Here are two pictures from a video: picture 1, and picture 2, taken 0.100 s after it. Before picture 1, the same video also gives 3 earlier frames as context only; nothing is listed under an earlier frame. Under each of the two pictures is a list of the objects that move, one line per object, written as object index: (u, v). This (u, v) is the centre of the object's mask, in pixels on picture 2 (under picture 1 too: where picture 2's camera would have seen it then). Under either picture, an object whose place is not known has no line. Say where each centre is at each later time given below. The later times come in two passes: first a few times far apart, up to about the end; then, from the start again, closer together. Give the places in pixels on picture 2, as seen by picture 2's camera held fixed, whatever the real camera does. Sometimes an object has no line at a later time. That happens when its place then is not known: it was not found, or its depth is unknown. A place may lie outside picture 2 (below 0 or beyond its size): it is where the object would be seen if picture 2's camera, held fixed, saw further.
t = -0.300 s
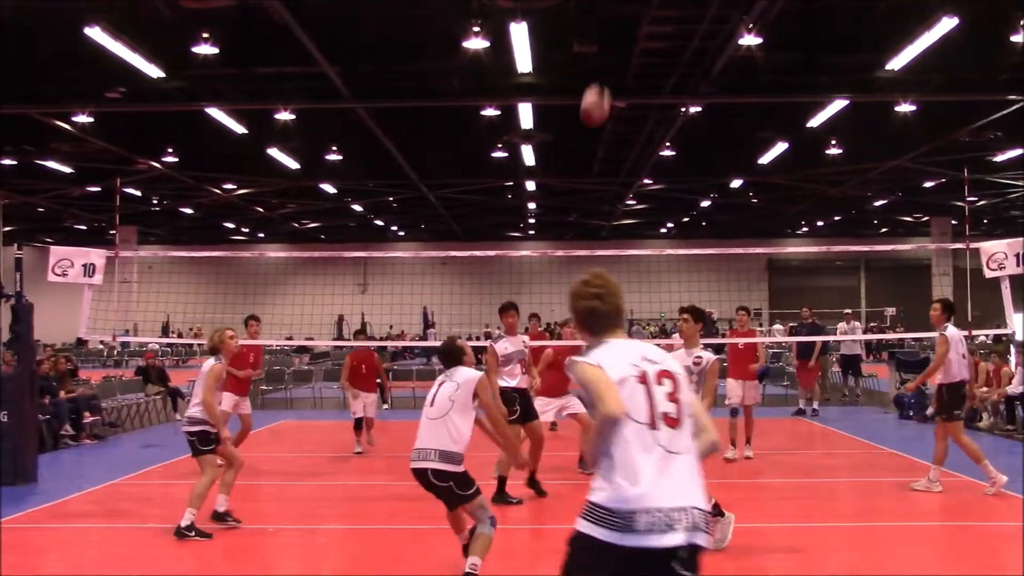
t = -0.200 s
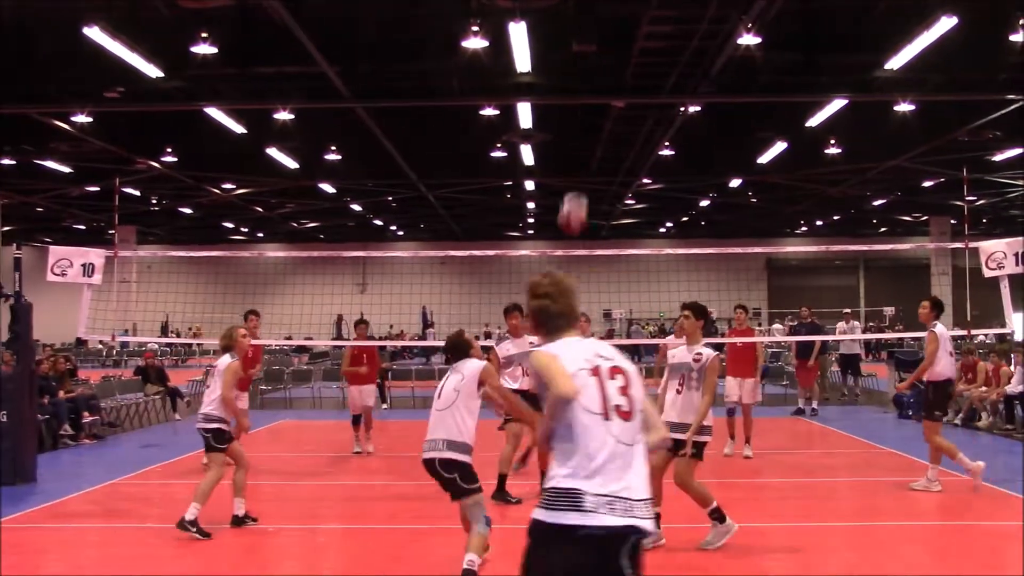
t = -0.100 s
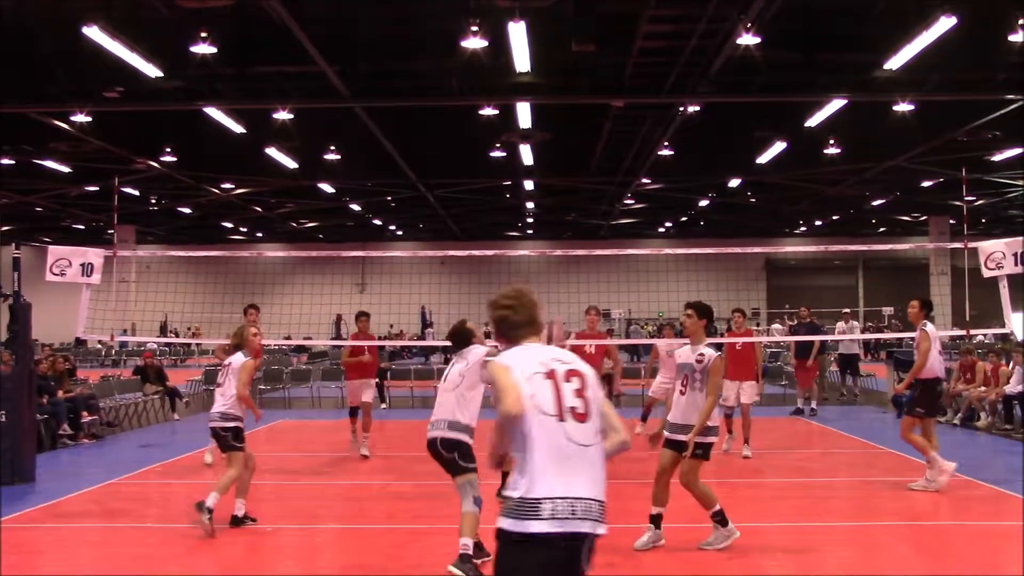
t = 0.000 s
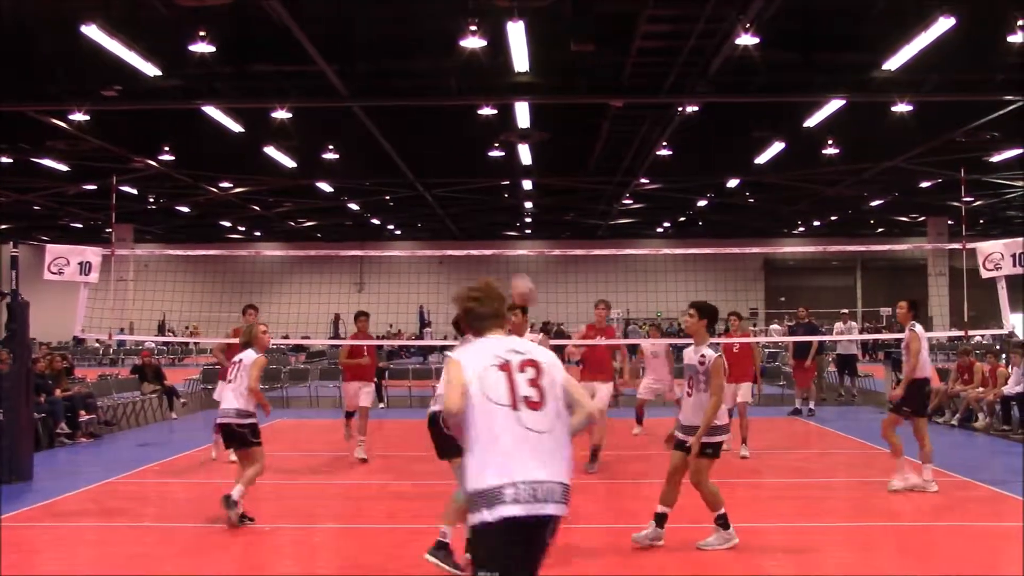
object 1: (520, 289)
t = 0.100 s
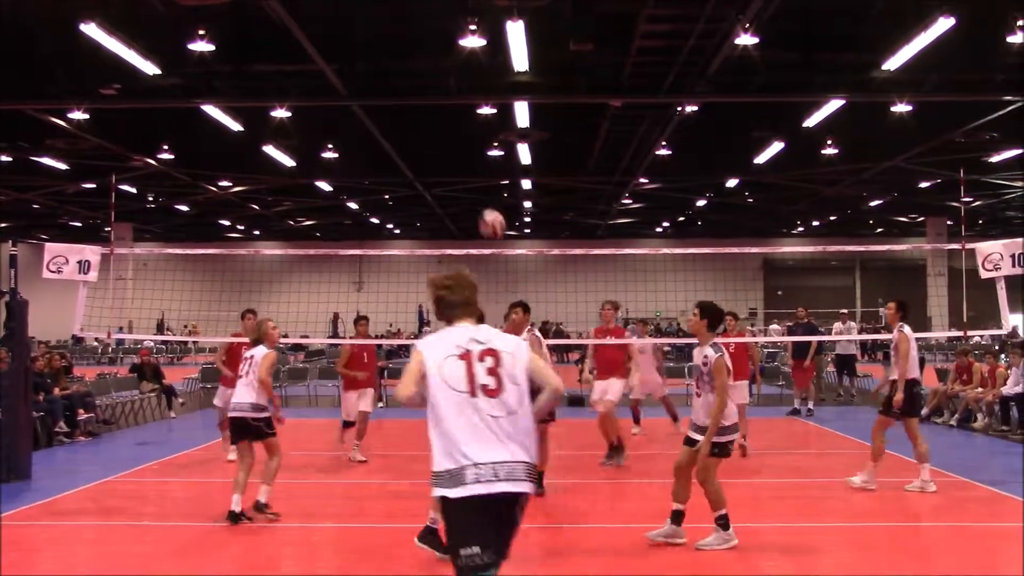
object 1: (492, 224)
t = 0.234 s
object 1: (460, 167)
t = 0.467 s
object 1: (415, 127)
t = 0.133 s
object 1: (483, 207)
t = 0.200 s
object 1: (467, 178)
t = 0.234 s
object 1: (460, 167)
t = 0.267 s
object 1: (453, 157)
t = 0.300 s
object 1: (447, 149)
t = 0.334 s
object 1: (440, 142)
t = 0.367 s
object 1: (434, 136)
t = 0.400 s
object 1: (427, 132)
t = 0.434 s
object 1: (421, 128)
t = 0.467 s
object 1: (415, 127)
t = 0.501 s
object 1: (409, 126)
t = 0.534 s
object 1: (404, 127)
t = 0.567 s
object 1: (399, 128)
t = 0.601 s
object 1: (394, 129)
